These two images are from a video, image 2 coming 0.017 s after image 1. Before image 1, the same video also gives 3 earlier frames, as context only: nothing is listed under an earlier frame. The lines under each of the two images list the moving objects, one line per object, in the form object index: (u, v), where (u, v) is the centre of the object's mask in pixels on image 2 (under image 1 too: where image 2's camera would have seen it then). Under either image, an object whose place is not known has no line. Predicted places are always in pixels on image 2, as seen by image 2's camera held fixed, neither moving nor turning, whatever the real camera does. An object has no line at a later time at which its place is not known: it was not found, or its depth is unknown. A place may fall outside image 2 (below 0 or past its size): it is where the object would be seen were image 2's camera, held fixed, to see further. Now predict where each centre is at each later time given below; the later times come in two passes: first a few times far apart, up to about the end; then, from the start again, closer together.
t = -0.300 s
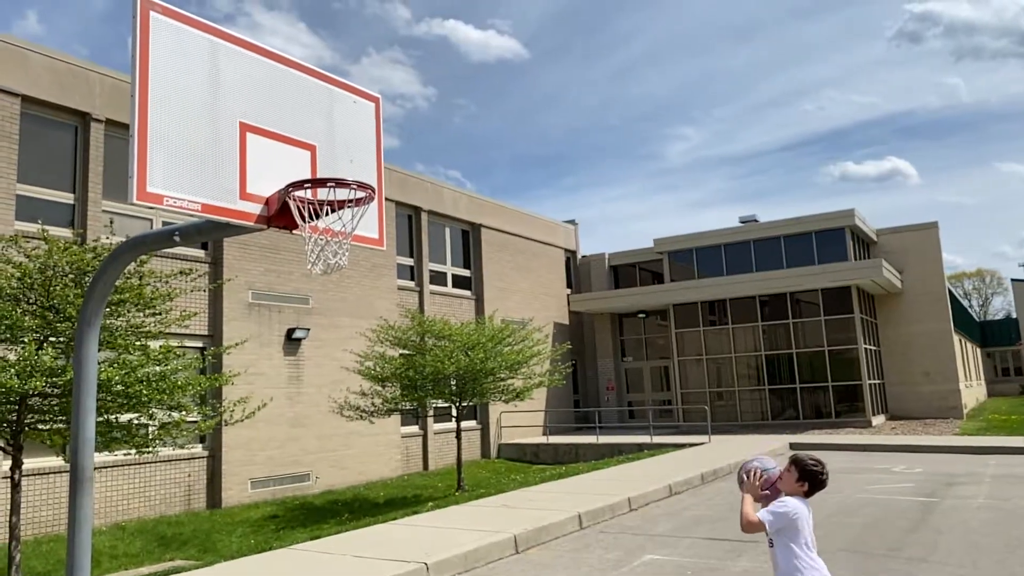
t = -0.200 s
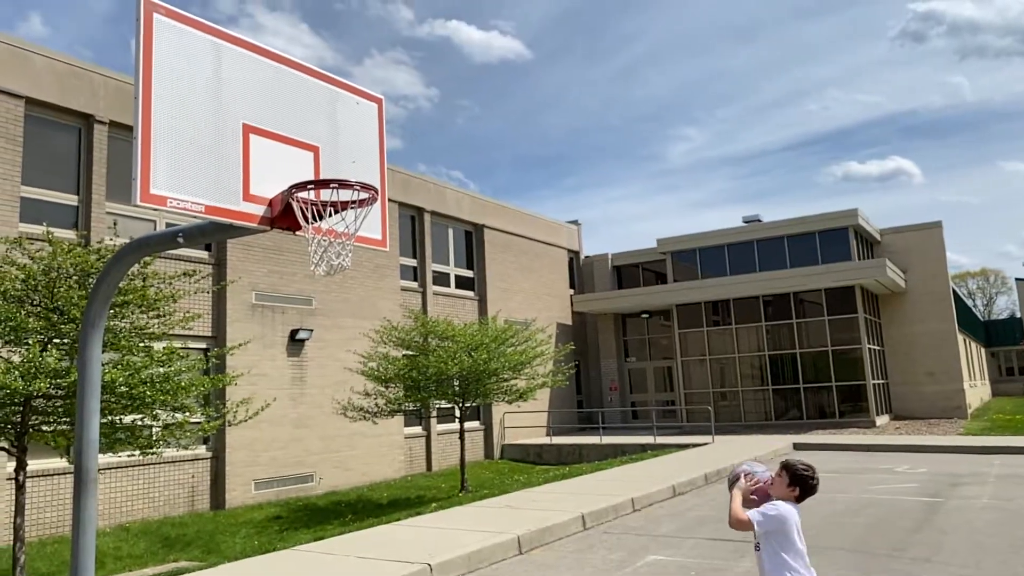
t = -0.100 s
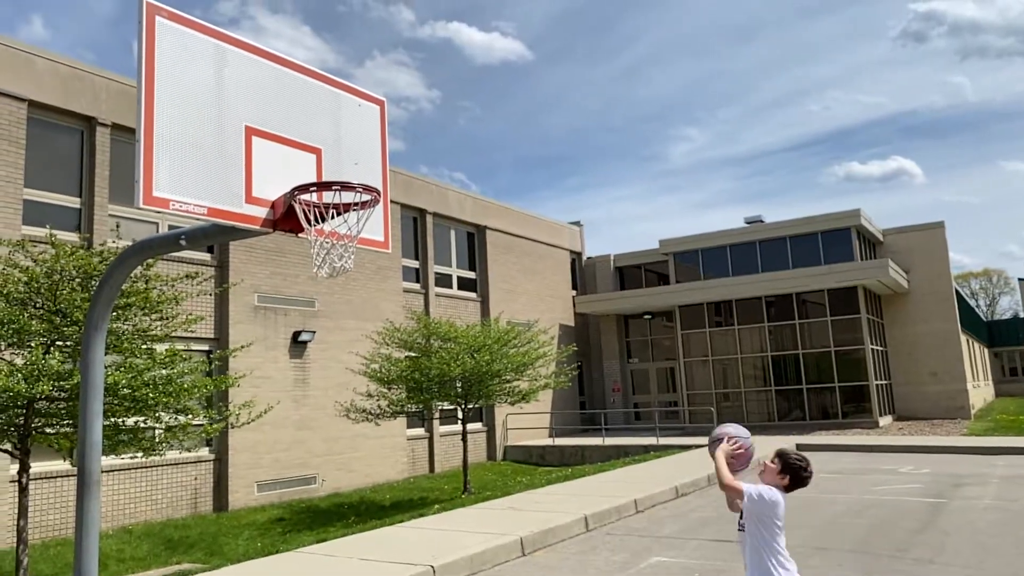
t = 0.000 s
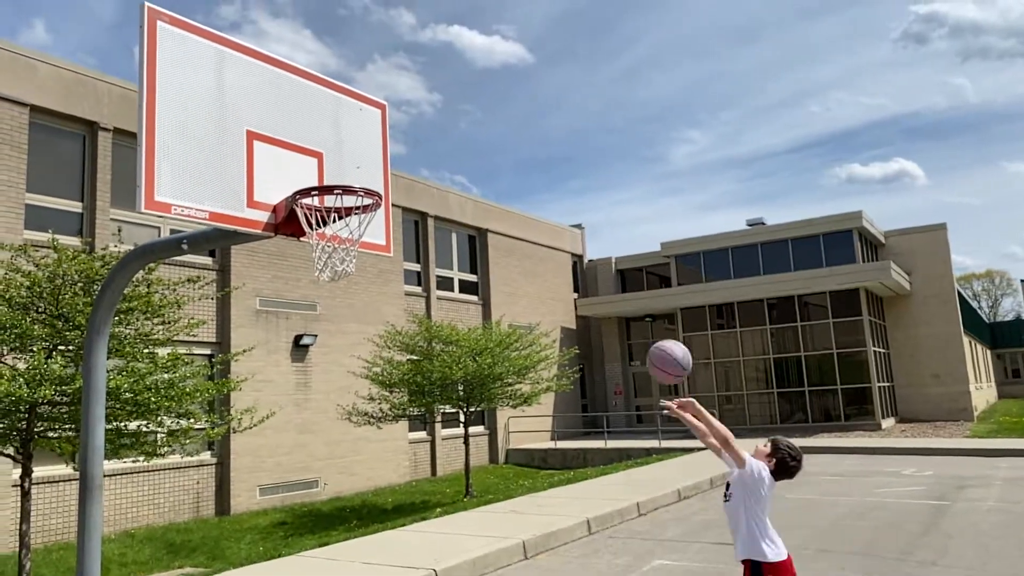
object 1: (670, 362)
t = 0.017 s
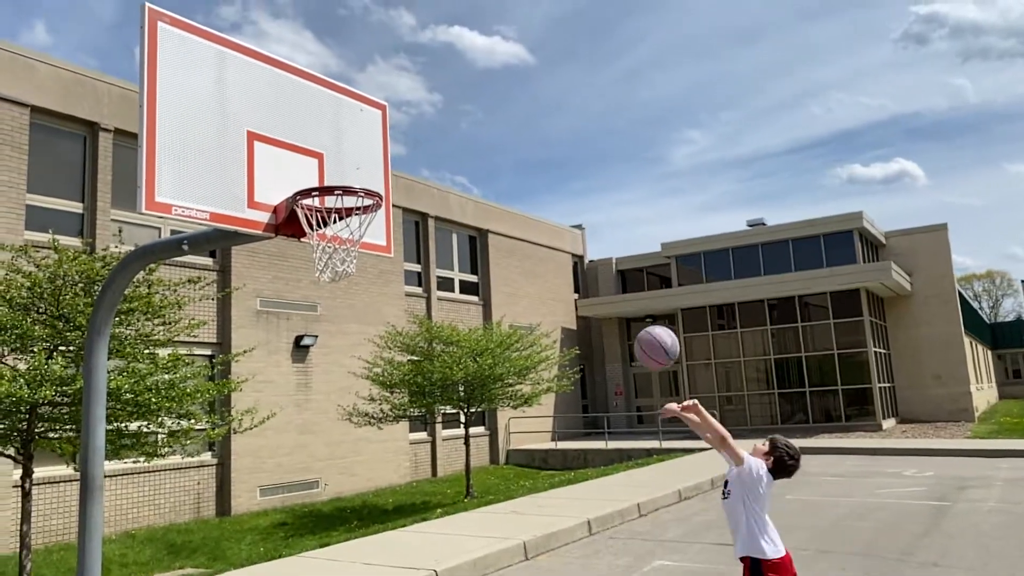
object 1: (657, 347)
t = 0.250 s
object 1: (493, 207)
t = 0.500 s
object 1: (339, 167)
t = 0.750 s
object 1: (351, 215)
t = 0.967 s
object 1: (324, 315)
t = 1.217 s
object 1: (297, 523)
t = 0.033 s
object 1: (644, 334)
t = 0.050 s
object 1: (632, 320)
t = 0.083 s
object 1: (607, 294)
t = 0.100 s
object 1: (595, 283)
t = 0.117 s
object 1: (583, 274)
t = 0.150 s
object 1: (559, 254)
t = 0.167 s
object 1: (547, 245)
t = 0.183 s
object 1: (537, 236)
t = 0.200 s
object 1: (525, 229)
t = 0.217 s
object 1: (514, 221)
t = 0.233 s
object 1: (504, 214)
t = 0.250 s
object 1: (493, 207)
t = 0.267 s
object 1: (482, 202)
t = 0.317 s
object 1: (451, 187)
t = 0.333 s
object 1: (440, 183)
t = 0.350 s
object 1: (430, 180)
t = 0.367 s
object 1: (419, 177)
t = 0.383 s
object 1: (409, 175)
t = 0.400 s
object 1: (399, 171)
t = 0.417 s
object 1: (388, 170)
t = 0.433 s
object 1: (378, 169)
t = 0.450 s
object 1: (368, 167)
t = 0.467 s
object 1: (359, 167)
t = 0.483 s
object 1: (348, 167)
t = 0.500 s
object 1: (339, 167)
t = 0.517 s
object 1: (329, 168)
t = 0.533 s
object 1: (318, 169)
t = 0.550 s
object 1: (317, 170)
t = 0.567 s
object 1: (320, 171)
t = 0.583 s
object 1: (324, 171)
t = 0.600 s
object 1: (327, 172)
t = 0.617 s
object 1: (331, 173)
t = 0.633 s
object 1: (334, 175)
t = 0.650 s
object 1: (338, 176)
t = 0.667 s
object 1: (341, 178)
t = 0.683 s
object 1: (345, 180)
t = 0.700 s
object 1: (349, 199)
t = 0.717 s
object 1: (352, 210)
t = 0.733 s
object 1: (353, 211)
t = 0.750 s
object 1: (351, 215)
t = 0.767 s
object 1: (349, 220)
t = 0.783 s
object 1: (347, 226)
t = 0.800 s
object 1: (345, 233)
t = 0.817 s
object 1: (342, 240)
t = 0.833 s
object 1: (339, 247)
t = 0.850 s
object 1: (332, 251)
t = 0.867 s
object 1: (333, 264)
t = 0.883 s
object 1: (333, 271)
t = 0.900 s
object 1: (332, 282)
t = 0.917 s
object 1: (330, 287)
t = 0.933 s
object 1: (328, 296)
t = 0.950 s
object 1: (326, 305)
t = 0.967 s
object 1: (324, 315)
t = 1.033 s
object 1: (317, 359)
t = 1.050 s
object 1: (315, 372)
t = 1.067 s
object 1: (314, 384)
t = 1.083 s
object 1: (312, 398)
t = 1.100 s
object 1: (310, 412)
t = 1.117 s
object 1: (308, 426)
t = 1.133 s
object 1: (306, 441)
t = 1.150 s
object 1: (304, 456)
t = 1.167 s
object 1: (303, 472)
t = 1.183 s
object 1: (301, 489)
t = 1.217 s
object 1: (297, 523)
